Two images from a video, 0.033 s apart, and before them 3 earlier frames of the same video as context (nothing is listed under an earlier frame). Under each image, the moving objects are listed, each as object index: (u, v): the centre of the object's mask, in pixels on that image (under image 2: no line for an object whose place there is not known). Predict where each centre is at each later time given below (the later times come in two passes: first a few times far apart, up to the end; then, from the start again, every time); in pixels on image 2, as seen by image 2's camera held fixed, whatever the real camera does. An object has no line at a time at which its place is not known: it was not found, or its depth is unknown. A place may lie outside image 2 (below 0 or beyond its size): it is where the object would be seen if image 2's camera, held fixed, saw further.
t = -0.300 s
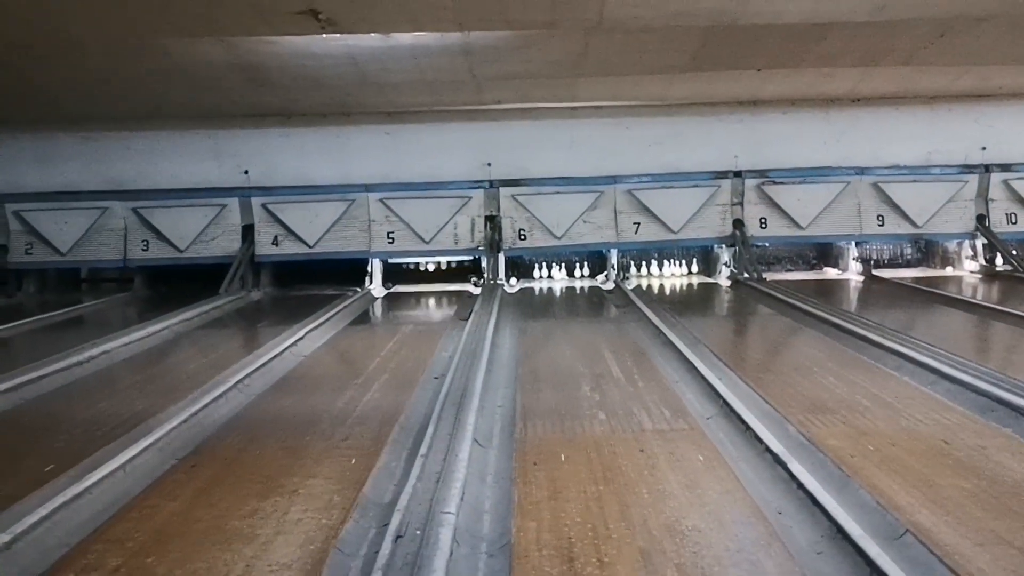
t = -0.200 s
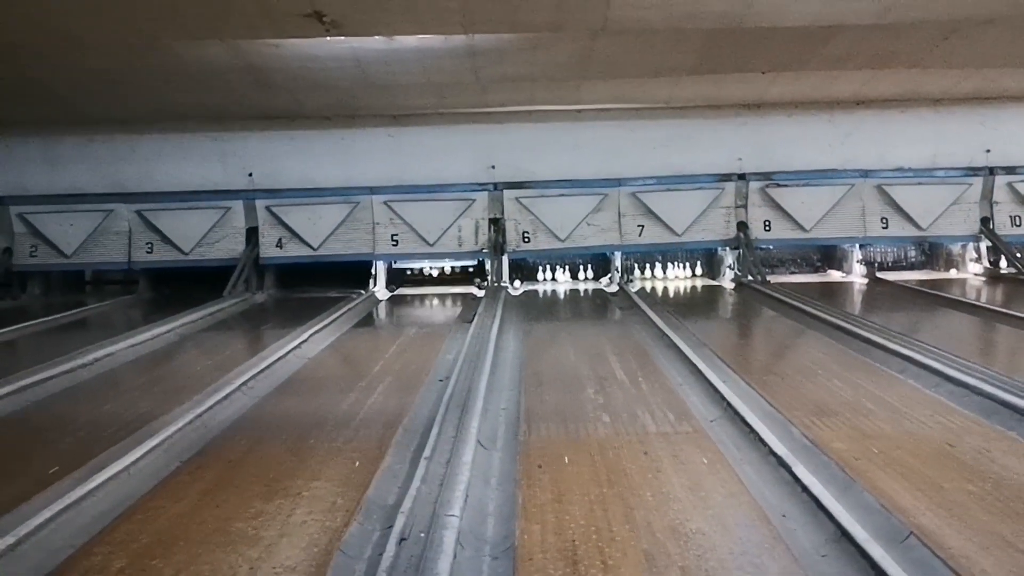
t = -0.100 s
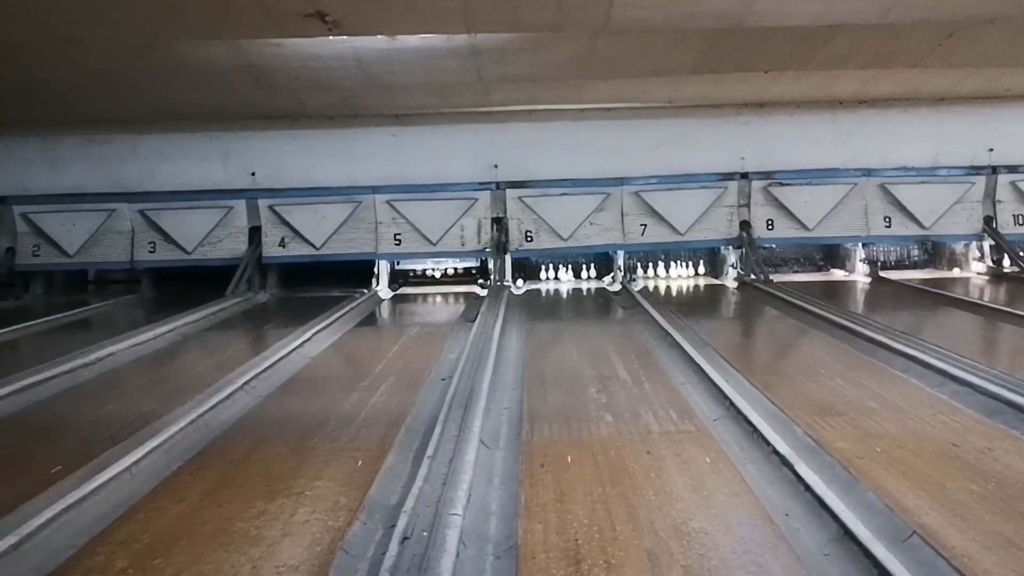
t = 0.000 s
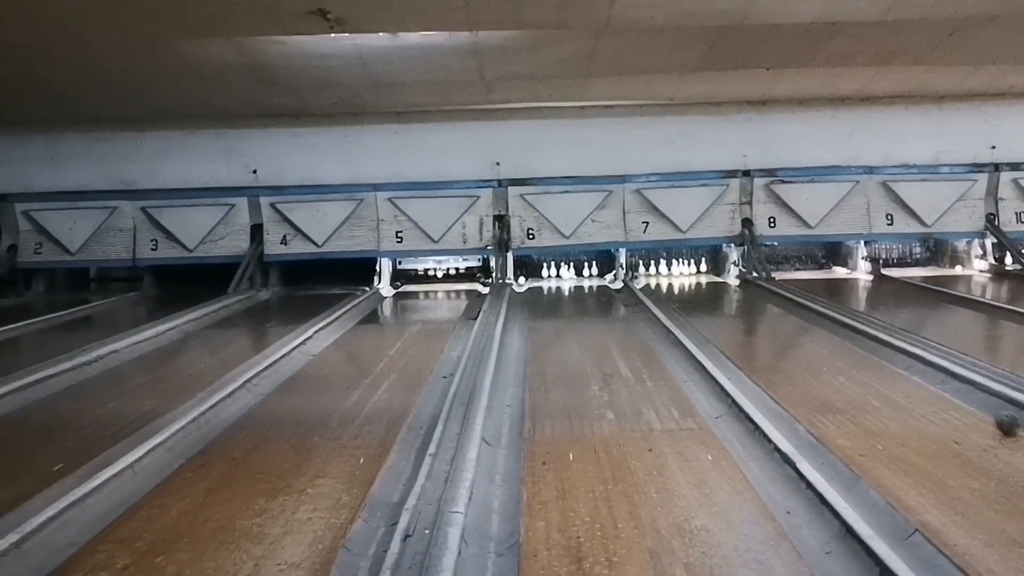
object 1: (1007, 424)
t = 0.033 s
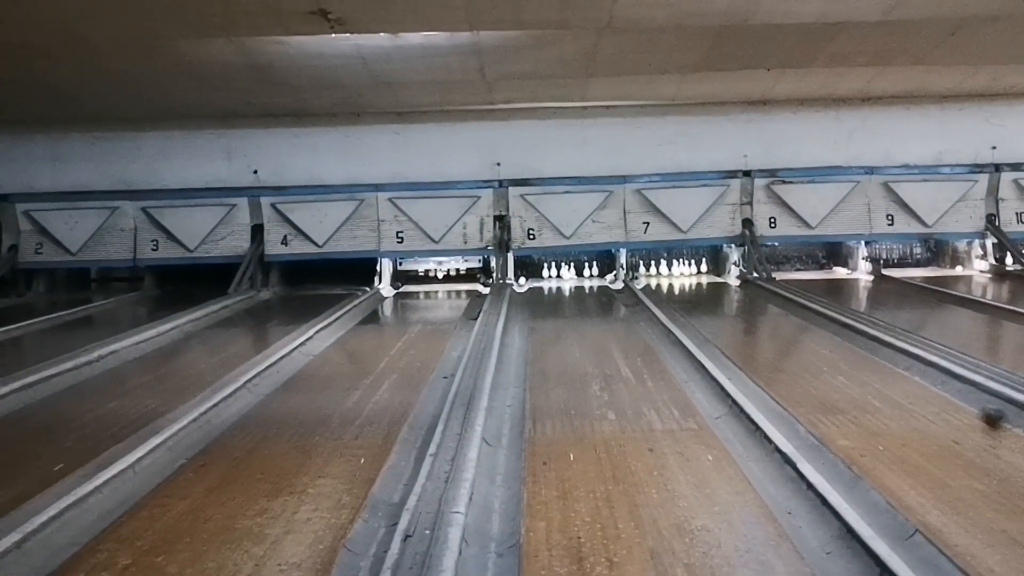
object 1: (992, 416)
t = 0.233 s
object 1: (920, 380)
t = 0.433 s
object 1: (870, 356)
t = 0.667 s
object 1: (827, 336)
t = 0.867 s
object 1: (798, 322)
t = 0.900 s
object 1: (794, 320)
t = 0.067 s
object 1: (979, 410)
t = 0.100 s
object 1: (966, 403)
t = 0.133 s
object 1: (954, 398)
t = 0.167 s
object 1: (942, 391)
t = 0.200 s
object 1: (931, 386)
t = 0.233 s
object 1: (920, 380)
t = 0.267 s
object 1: (911, 376)
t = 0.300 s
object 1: (902, 371)
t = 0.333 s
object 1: (892, 368)
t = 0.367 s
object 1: (885, 364)
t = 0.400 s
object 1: (877, 360)
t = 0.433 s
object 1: (870, 356)
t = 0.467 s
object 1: (864, 352)
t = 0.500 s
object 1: (856, 348)
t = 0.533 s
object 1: (851, 346)
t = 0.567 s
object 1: (844, 343)
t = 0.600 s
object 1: (838, 341)
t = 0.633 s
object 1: (833, 338)
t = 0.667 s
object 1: (827, 336)
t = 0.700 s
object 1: (822, 334)
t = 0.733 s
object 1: (817, 330)
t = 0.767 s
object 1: (812, 329)
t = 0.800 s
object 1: (807, 327)
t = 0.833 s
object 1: (803, 324)
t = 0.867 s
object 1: (798, 322)
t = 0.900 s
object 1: (794, 320)
